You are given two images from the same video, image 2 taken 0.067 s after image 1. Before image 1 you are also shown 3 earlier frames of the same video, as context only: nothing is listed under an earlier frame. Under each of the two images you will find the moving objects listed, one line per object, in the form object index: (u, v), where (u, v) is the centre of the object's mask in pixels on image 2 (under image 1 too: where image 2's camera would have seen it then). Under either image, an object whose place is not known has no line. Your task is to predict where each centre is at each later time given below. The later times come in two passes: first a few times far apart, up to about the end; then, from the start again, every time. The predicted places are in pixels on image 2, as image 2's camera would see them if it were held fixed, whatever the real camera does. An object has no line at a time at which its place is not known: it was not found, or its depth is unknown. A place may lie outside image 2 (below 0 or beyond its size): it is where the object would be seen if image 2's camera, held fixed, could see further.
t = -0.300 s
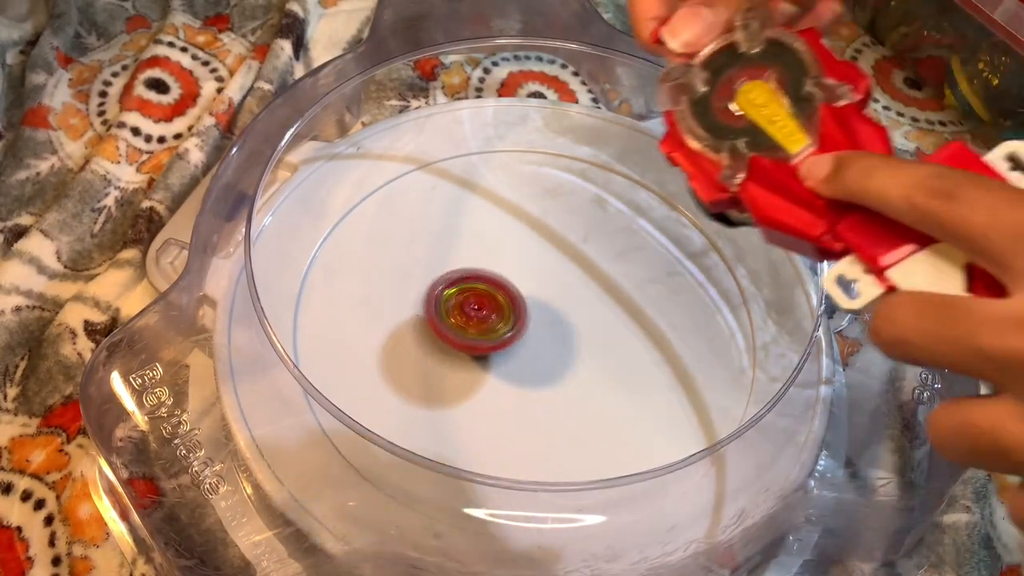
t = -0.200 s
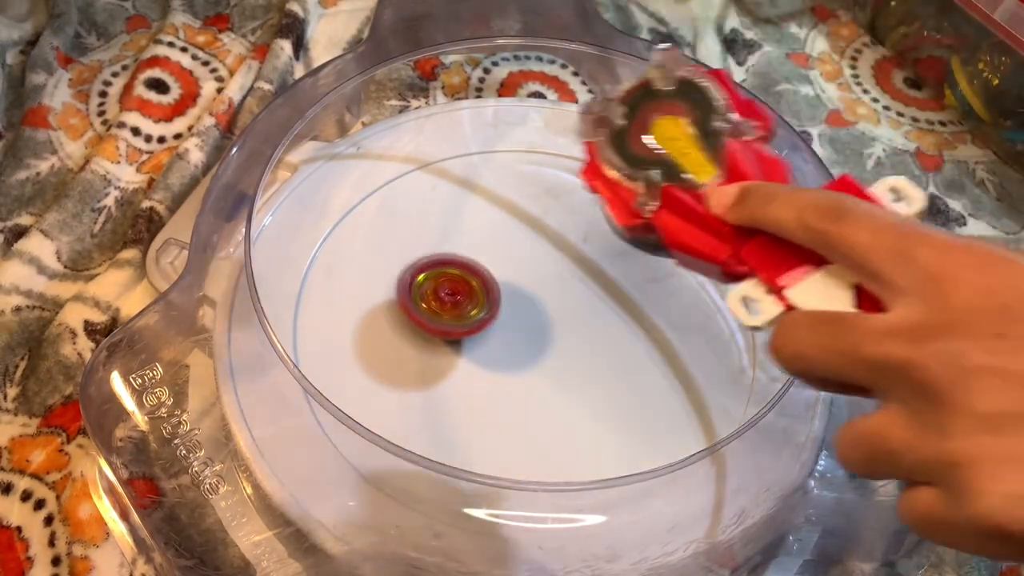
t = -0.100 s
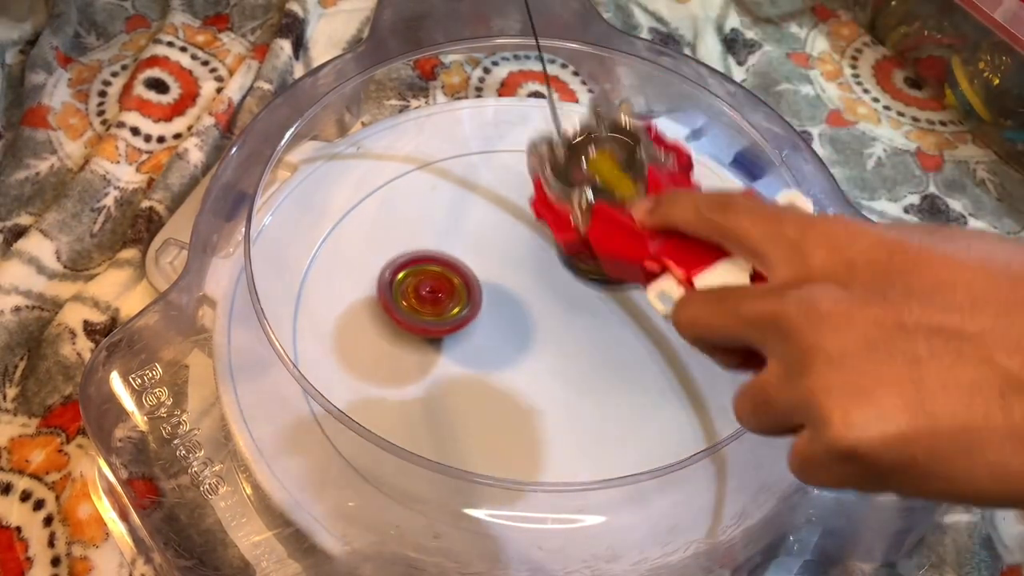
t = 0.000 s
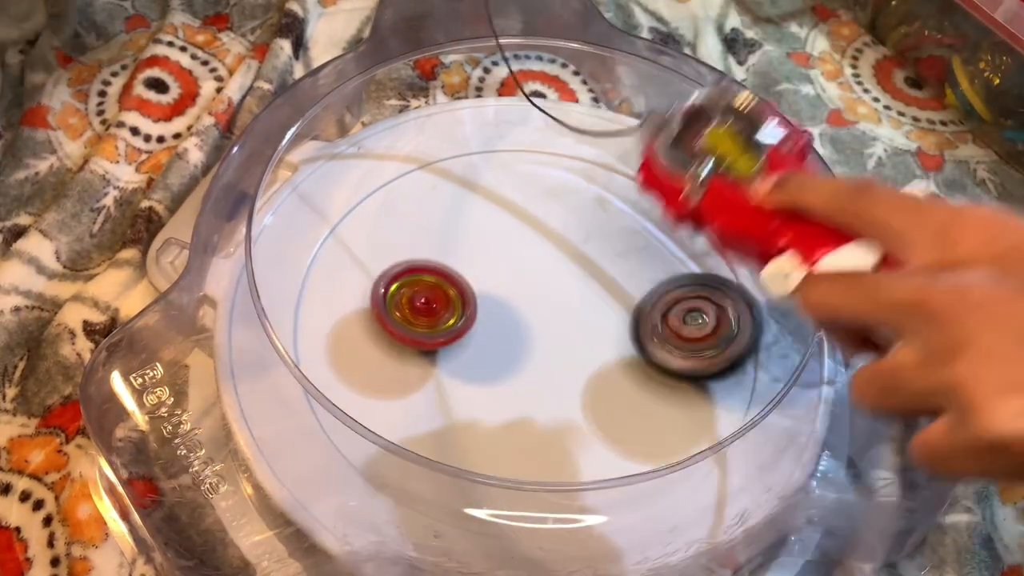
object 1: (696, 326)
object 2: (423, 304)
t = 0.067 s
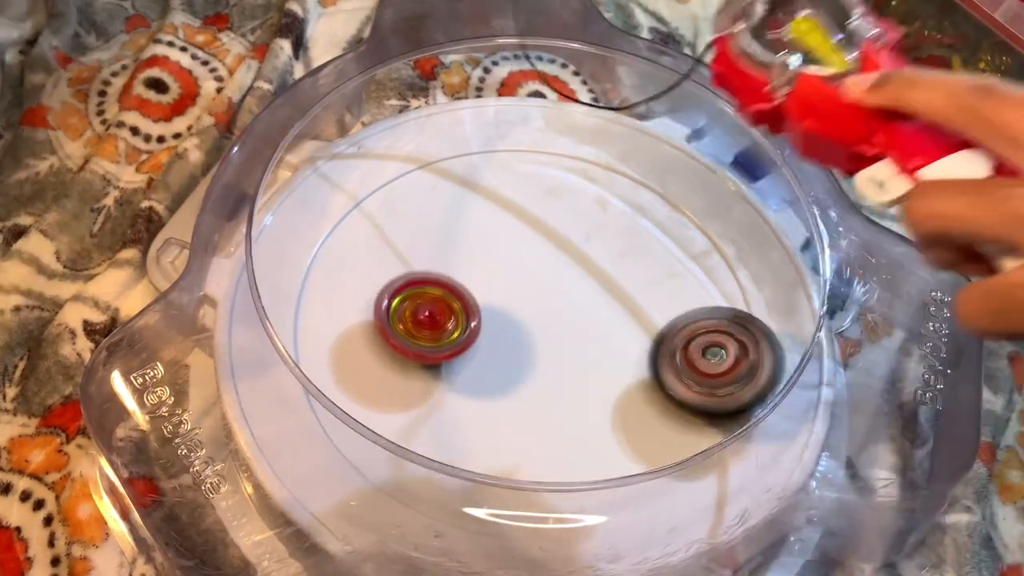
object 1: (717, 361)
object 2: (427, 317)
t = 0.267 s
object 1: (718, 385)
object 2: (487, 315)
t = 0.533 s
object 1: (613, 395)
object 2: (512, 224)
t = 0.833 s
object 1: (539, 473)
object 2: (451, 282)
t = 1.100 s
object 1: (601, 388)
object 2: (612, 281)
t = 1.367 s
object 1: (373, 296)
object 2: (557, 164)
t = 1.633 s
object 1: (364, 389)
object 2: (469, 280)
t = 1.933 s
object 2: (700, 293)
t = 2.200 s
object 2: (494, 325)
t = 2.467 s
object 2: (498, 370)
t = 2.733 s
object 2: (524, 383)
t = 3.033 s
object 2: (502, 318)
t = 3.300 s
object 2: (531, 329)
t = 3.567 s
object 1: (615, 192)
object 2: (601, 341)
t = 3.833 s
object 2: (630, 348)
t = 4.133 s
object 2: (542, 546)
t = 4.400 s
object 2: (473, 444)
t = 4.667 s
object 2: (449, 294)
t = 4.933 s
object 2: (461, 208)
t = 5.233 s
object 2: (545, 214)
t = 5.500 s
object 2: (621, 274)
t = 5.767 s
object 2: (626, 377)
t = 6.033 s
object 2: (528, 422)
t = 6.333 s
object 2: (426, 389)
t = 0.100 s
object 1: (723, 369)
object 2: (433, 324)
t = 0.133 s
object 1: (729, 377)
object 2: (438, 328)
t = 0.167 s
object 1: (735, 383)
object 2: (447, 330)
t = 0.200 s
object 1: (734, 386)
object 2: (459, 328)
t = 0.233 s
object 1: (727, 386)
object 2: (473, 323)
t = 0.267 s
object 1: (718, 385)
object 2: (487, 315)
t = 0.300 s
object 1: (709, 383)
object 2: (500, 305)
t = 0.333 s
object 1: (701, 383)
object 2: (510, 292)
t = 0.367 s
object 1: (691, 380)
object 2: (518, 278)
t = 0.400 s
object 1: (679, 379)
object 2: (523, 264)
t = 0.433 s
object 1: (664, 380)
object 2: (524, 250)
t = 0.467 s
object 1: (648, 383)
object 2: (522, 239)
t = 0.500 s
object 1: (631, 388)
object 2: (519, 230)
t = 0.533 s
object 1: (613, 395)
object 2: (512, 224)
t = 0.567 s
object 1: (595, 403)
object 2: (504, 222)
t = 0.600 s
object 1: (579, 411)
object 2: (494, 220)
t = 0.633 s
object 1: (565, 422)
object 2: (482, 221)
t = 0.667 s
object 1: (553, 429)
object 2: (469, 225)
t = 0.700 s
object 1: (543, 442)
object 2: (455, 233)
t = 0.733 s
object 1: (537, 450)
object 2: (446, 244)
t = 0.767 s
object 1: (534, 458)
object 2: (441, 255)
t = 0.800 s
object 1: (535, 467)
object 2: (443, 268)
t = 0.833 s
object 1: (539, 473)
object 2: (451, 282)
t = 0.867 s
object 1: (548, 476)
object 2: (465, 297)
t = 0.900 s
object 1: (560, 478)
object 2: (485, 308)
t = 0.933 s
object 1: (579, 477)
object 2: (507, 317)
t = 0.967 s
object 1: (599, 466)
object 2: (531, 321)
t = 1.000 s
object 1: (615, 451)
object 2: (556, 321)
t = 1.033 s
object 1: (620, 424)
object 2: (577, 317)
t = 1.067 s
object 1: (616, 406)
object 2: (596, 303)
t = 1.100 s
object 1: (601, 388)
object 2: (612, 281)
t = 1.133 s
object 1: (578, 370)
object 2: (622, 258)
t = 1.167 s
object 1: (551, 349)
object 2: (626, 235)
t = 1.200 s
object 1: (521, 334)
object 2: (624, 216)
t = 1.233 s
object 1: (488, 321)
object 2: (617, 202)
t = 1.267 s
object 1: (458, 310)
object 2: (607, 186)
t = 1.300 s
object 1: (429, 303)
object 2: (595, 177)
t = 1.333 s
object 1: (400, 297)
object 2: (578, 168)
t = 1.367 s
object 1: (373, 296)
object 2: (557, 164)
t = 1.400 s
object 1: (349, 298)
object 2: (537, 165)
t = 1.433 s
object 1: (329, 304)
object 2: (515, 172)
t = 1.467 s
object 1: (312, 315)
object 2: (495, 181)
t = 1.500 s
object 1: (304, 326)
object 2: (478, 195)
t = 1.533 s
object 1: (311, 343)
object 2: (466, 214)
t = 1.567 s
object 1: (328, 359)
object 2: (461, 235)
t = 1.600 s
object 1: (346, 373)
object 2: (463, 258)
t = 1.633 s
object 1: (364, 389)
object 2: (469, 280)
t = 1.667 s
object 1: (387, 406)
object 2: (481, 305)
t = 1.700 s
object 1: (418, 420)
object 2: (499, 326)
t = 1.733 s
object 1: (450, 426)
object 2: (522, 345)
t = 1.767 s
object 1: (444, 433)
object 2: (587, 341)
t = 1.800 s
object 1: (414, 447)
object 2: (680, 312)
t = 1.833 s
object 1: (395, 452)
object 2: (767, 281)
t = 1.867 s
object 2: (782, 255)
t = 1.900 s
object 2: (752, 268)
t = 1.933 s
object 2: (700, 293)
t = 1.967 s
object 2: (652, 314)
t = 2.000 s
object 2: (603, 325)
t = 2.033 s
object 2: (557, 331)
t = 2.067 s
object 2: (515, 334)
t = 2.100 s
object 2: (507, 330)
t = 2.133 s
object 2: (502, 326)
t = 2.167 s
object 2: (499, 325)
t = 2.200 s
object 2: (494, 325)
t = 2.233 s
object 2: (494, 326)
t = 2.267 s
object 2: (492, 331)
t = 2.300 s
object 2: (492, 335)
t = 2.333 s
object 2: (491, 342)
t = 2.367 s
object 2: (491, 347)
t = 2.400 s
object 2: (496, 354)
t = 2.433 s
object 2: (497, 363)
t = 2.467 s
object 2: (498, 370)
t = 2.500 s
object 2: (501, 377)
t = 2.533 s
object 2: (505, 383)
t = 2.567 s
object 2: (511, 387)
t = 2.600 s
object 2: (515, 390)
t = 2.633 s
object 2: (518, 392)
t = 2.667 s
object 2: (521, 390)
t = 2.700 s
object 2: (523, 388)
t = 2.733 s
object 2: (524, 383)
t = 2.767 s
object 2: (527, 379)
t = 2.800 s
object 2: (527, 374)
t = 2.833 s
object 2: (526, 367)
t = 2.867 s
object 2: (523, 359)
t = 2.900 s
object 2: (520, 350)
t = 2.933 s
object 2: (516, 342)
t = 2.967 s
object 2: (512, 332)
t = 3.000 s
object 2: (508, 324)
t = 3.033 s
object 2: (502, 318)
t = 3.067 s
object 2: (495, 310)
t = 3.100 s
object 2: (488, 302)
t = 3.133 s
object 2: (483, 296)
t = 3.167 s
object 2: (480, 290)
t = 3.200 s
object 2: (479, 287)
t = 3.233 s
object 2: (471, 289)
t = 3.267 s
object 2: (512, 316)
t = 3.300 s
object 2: (531, 329)
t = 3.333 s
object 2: (547, 338)
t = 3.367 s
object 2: (561, 344)
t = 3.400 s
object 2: (571, 347)
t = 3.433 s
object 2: (578, 348)
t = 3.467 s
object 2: (584, 347)
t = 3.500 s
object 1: (593, 215)
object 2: (590, 346)
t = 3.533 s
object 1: (607, 204)
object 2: (596, 343)
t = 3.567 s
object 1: (615, 192)
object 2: (601, 341)
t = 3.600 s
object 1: (620, 179)
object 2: (605, 339)
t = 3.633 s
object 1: (620, 165)
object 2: (615, 340)
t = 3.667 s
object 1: (616, 154)
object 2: (623, 342)
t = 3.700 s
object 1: (603, 151)
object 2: (629, 344)
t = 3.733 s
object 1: (593, 155)
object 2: (632, 345)
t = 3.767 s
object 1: (585, 161)
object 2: (633, 346)
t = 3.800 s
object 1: (578, 170)
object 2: (633, 347)
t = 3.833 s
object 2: (630, 348)
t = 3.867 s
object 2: (626, 350)
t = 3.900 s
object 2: (621, 352)
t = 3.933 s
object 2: (615, 354)
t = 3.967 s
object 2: (607, 357)
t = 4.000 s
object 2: (591, 409)
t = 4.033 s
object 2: (574, 450)
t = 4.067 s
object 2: (561, 509)
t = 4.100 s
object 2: (554, 524)
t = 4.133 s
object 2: (542, 546)
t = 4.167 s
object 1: (647, 212)
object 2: (532, 546)
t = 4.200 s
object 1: (639, 207)
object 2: (519, 542)
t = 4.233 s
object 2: (508, 532)
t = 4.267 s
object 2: (499, 519)
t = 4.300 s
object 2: (491, 501)
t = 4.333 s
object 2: (482, 488)
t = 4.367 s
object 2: (476, 468)
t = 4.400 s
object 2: (473, 444)
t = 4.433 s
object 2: (470, 427)
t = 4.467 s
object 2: (466, 406)
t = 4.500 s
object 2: (462, 384)
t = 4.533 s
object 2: (458, 364)
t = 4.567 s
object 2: (457, 344)
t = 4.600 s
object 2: (454, 325)
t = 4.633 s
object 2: (451, 308)
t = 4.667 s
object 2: (449, 294)
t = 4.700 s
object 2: (447, 280)
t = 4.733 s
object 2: (445, 263)
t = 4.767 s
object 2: (443, 250)
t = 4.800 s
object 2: (444, 239)
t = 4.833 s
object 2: (446, 229)
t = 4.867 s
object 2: (450, 221)
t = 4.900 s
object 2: (455, 215)
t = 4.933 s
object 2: (461, 208)
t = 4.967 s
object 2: (467, 202)
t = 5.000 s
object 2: (475, 200)
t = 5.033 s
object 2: (483, 200)
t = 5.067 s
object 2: (493, 201)
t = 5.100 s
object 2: (503, 202)
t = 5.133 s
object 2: (514, 203)
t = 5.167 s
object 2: (524, 204)
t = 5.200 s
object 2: (534, 208)
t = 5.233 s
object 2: (545, 214)
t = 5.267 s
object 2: (556, 218)
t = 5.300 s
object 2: (567, 222)
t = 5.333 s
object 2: (577, 229)
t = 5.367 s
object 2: (588, 236)
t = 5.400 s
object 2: (598, 245)
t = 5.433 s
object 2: (607, 253)
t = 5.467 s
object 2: (614, 263)
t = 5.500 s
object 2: (621, 274)
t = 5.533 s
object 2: (628, 287)
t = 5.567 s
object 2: (632, 297)
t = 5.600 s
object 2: (634, 309)
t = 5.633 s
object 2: (633, 322)
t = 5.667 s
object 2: (633, 336)
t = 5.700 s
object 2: (635, 351)
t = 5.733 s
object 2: (632, 363)
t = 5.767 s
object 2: (626, 377)
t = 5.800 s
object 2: (619, 387)
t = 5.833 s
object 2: (611, 398)
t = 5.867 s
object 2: (599, 405)
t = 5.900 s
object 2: (587, 412)
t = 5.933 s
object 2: (573, 417)
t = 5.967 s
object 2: (560, 421)
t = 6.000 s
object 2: (542, 423)
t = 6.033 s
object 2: (528, 422)
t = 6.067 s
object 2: (513, 420)
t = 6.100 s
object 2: (497, 414)
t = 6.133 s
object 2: (484, 409)
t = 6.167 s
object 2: (470, 404)
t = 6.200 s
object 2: (456, 411)
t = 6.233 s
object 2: (444, 411)
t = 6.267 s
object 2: (434, 409)
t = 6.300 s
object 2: (428, 400)
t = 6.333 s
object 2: (426, 389)
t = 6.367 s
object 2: (424, 378)
